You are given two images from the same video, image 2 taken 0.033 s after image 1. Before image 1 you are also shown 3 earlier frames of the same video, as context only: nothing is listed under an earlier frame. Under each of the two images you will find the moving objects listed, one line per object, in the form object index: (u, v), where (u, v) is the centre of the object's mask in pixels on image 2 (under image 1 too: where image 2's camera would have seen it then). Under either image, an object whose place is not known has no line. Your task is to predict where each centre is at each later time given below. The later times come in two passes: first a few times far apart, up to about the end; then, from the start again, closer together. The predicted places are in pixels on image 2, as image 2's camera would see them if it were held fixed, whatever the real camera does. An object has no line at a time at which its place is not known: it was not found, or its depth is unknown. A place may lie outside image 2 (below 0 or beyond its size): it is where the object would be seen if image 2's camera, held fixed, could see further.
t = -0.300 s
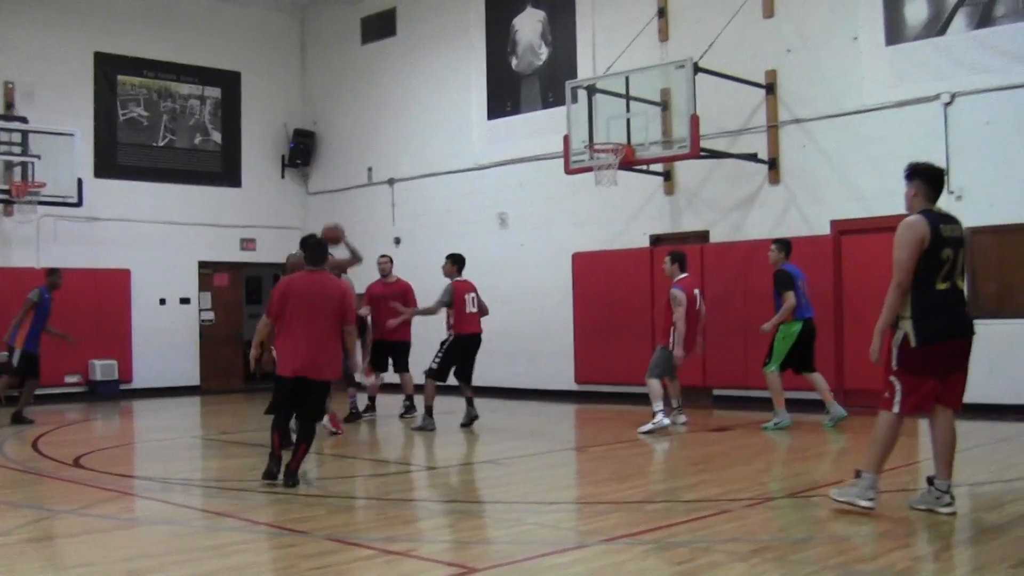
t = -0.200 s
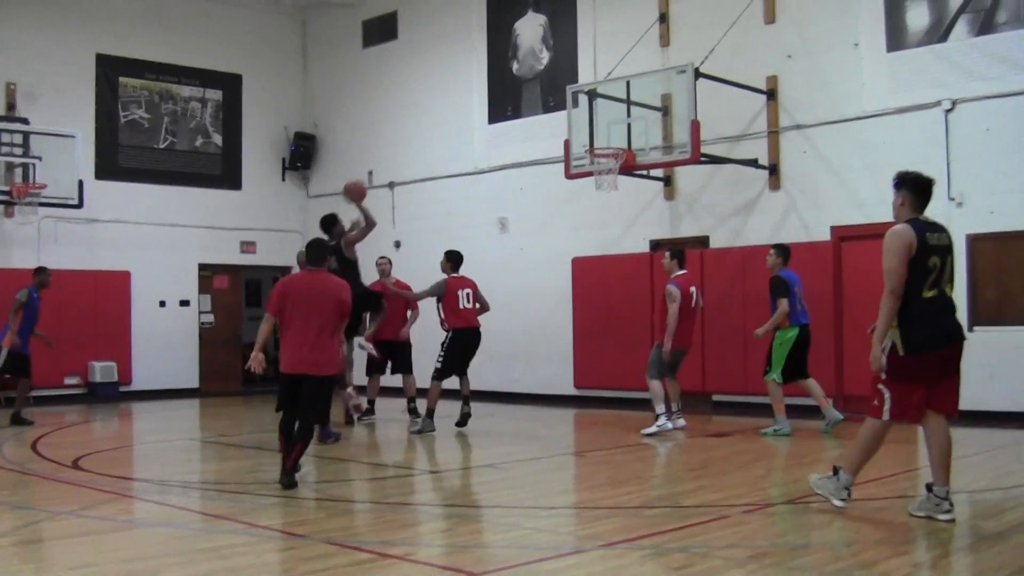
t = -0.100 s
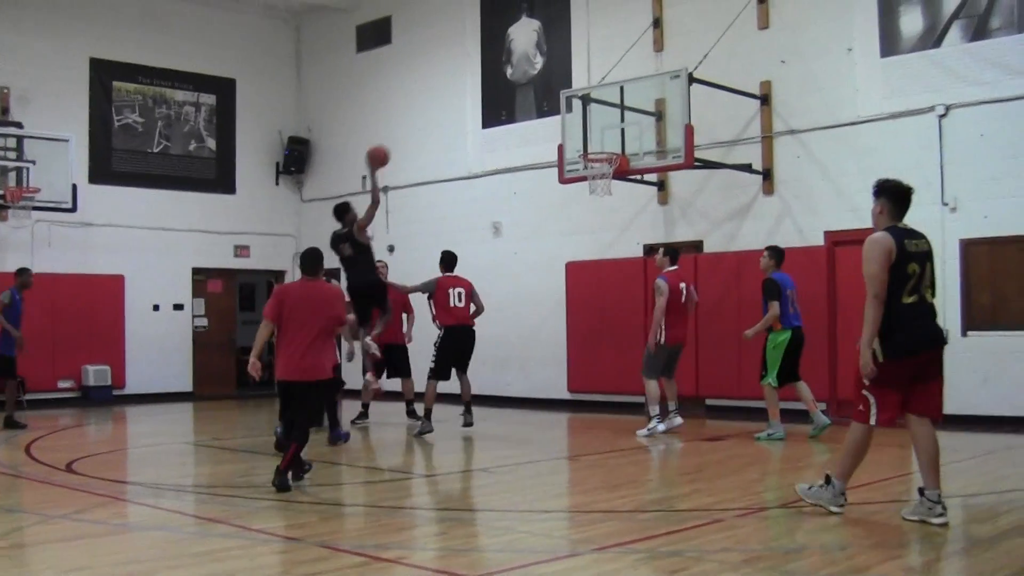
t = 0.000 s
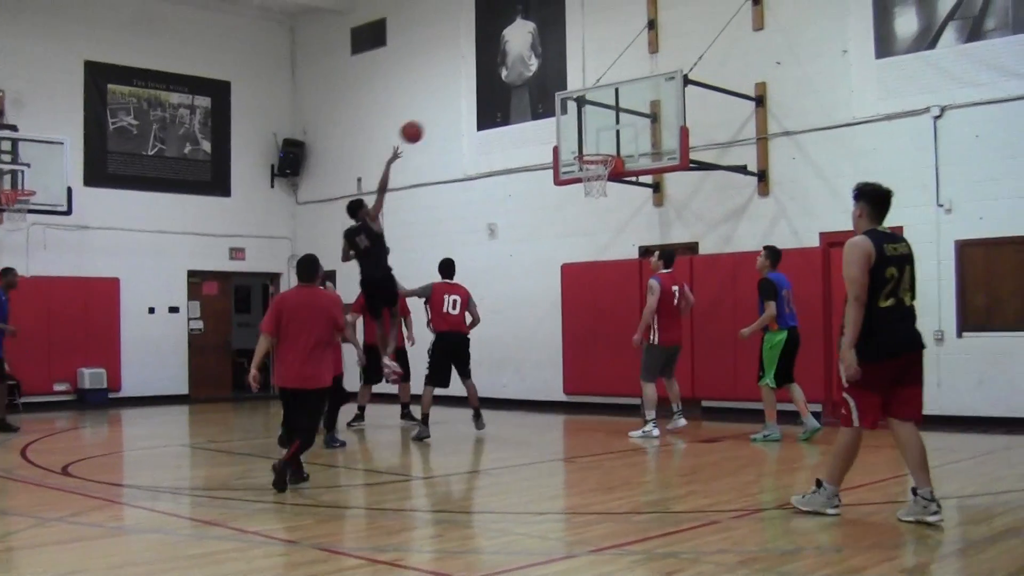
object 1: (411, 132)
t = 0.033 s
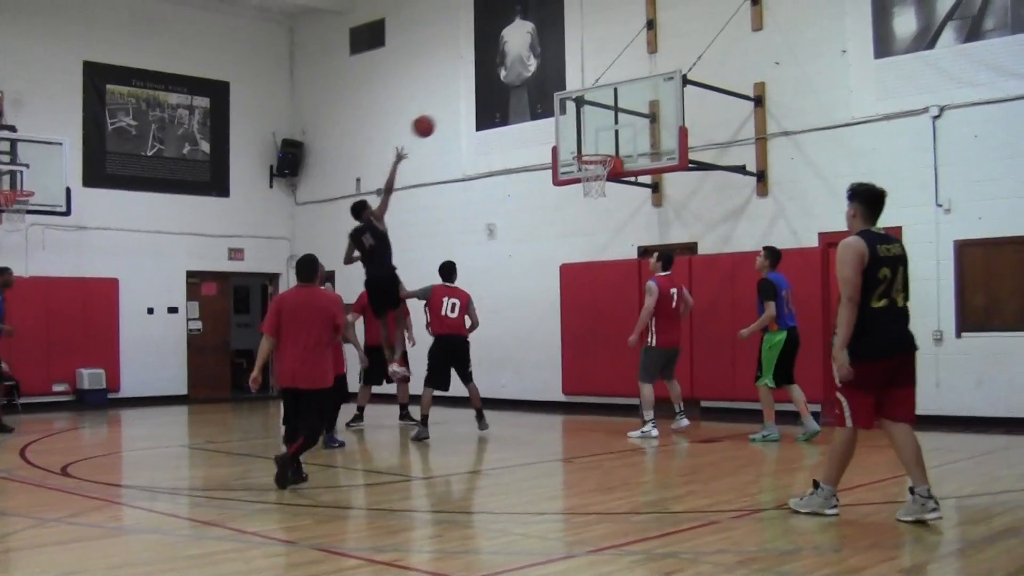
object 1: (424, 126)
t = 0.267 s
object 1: (508, 111)
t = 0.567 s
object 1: (602, 161)
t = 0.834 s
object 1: (570, 179)
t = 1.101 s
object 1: (563, 218)
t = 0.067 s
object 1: (436, 121)
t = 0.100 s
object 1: (449, 117)
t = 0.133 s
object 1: (462, 114)
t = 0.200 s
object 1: (485, 111)
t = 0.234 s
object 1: (496, 111)
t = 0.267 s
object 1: (508, 111)
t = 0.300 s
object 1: (520, 114)
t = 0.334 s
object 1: (532, 117)
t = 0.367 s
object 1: (543, 121)
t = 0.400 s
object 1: (555, 127)
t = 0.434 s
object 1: (567, 132)
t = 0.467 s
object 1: (578, 139)
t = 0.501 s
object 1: (588, 146)
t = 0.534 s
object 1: (600, 154)
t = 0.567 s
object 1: (602, 161)
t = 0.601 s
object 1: (595, 165)
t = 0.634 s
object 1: (587, 175)
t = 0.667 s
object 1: (582, 177)
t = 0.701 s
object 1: (578, 176)
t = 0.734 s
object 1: (576, 176)
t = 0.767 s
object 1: (574, 176)
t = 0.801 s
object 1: (572, 177)
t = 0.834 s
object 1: (570, 179)
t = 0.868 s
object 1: (569, 183)
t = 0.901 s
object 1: (568, 185)
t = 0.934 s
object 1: (568, 187)
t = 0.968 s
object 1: (567, 189)
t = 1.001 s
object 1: (566, 195)
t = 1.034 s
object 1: (565, 202)
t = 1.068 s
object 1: (564, 210)
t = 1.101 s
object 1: (563, 218)
